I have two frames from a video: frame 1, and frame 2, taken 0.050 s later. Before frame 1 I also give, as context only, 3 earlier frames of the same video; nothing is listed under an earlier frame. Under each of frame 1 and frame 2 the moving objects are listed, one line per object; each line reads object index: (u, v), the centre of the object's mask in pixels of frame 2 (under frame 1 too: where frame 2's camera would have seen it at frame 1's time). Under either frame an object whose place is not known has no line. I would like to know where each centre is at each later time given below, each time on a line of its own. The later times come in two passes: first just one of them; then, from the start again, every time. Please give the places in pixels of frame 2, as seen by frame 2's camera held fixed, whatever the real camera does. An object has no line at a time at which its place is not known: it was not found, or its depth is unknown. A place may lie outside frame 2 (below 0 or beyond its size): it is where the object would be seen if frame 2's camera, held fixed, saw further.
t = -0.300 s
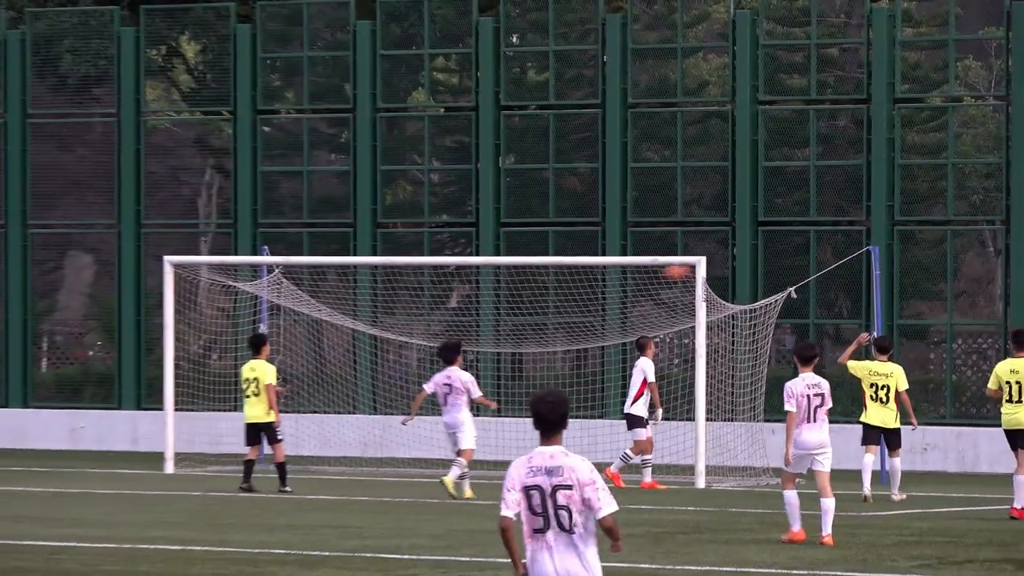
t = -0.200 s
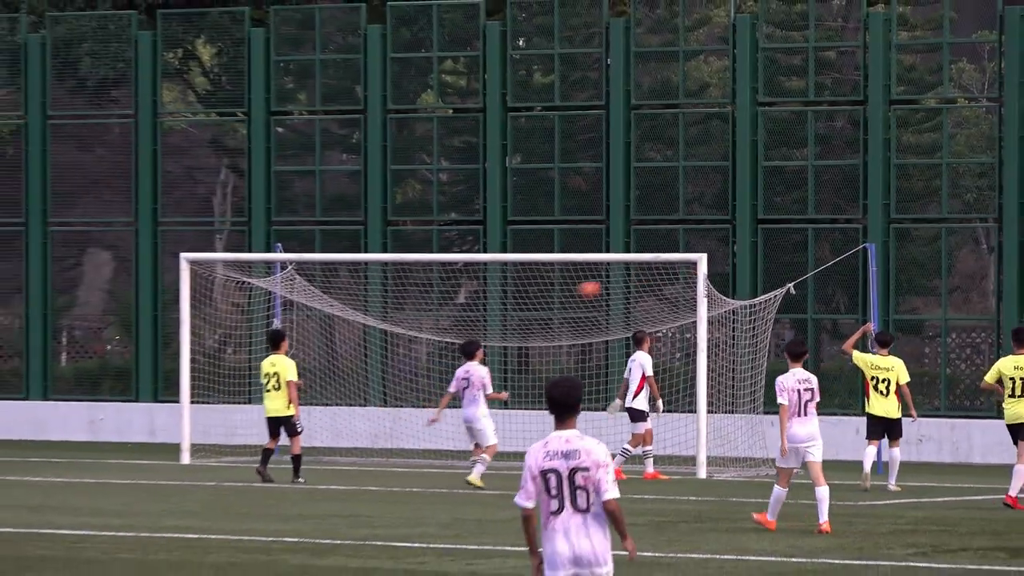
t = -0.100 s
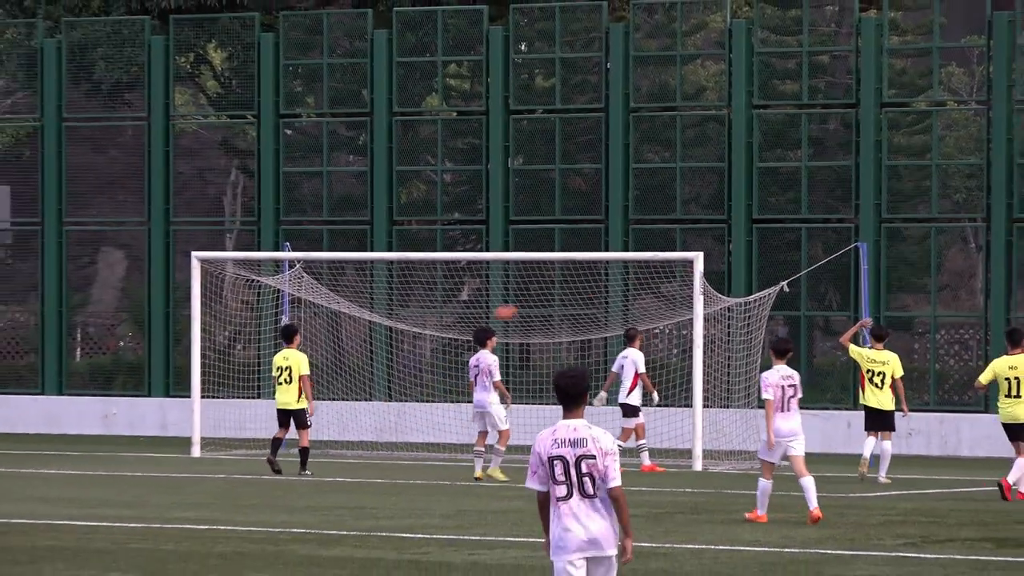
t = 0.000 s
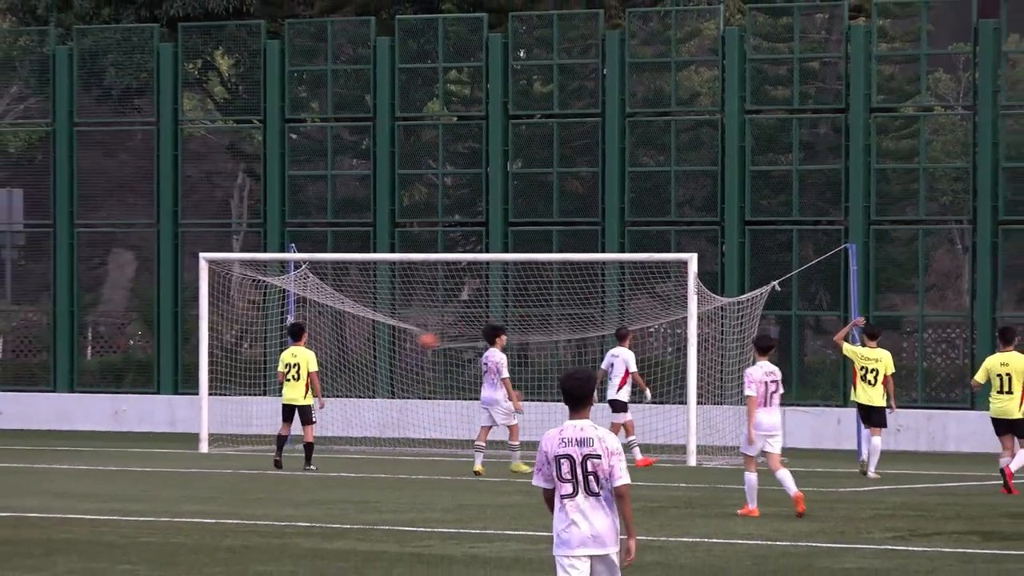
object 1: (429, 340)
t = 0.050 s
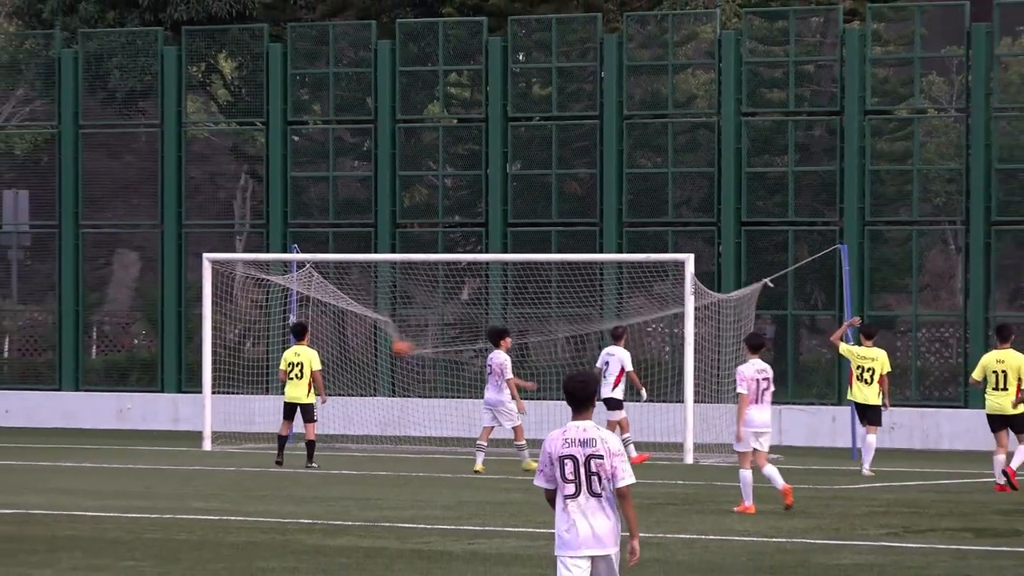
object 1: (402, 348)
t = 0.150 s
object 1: (379, 342)
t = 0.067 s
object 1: (395, 349)
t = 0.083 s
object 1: (391, 349)
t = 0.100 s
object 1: (387, 348)
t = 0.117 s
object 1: (384, 346)
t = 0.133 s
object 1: (381, 345)
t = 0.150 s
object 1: (379, 342)
